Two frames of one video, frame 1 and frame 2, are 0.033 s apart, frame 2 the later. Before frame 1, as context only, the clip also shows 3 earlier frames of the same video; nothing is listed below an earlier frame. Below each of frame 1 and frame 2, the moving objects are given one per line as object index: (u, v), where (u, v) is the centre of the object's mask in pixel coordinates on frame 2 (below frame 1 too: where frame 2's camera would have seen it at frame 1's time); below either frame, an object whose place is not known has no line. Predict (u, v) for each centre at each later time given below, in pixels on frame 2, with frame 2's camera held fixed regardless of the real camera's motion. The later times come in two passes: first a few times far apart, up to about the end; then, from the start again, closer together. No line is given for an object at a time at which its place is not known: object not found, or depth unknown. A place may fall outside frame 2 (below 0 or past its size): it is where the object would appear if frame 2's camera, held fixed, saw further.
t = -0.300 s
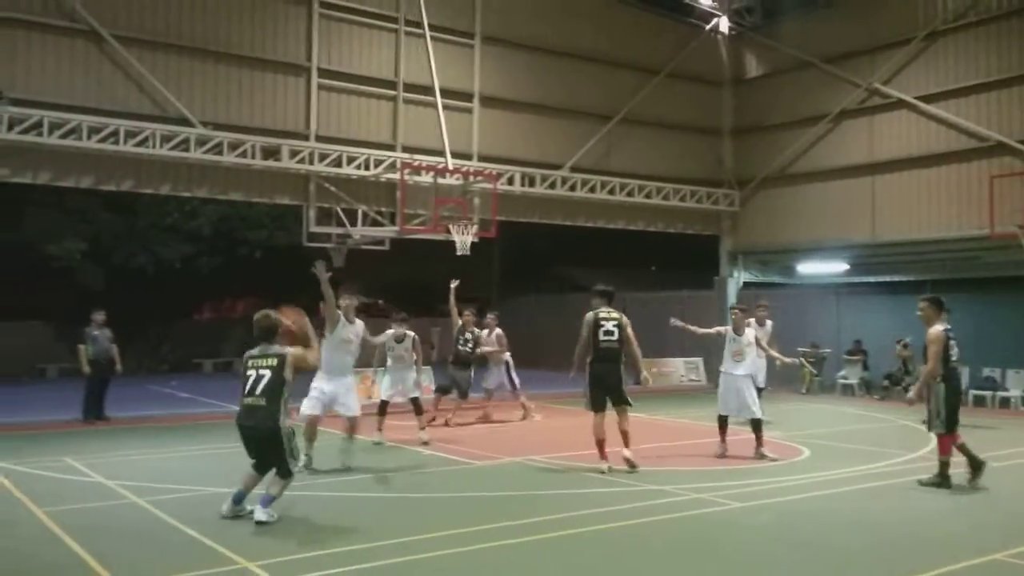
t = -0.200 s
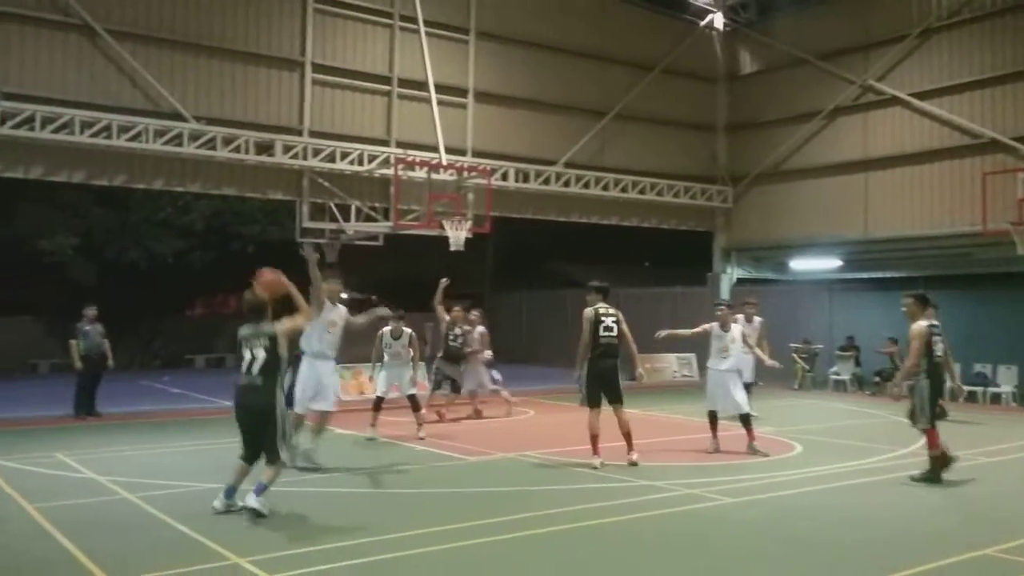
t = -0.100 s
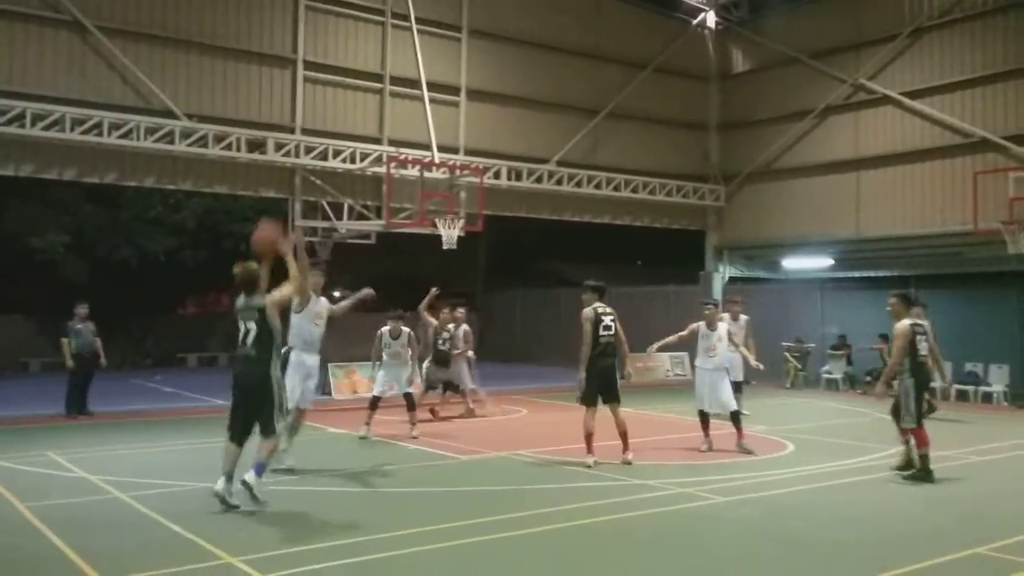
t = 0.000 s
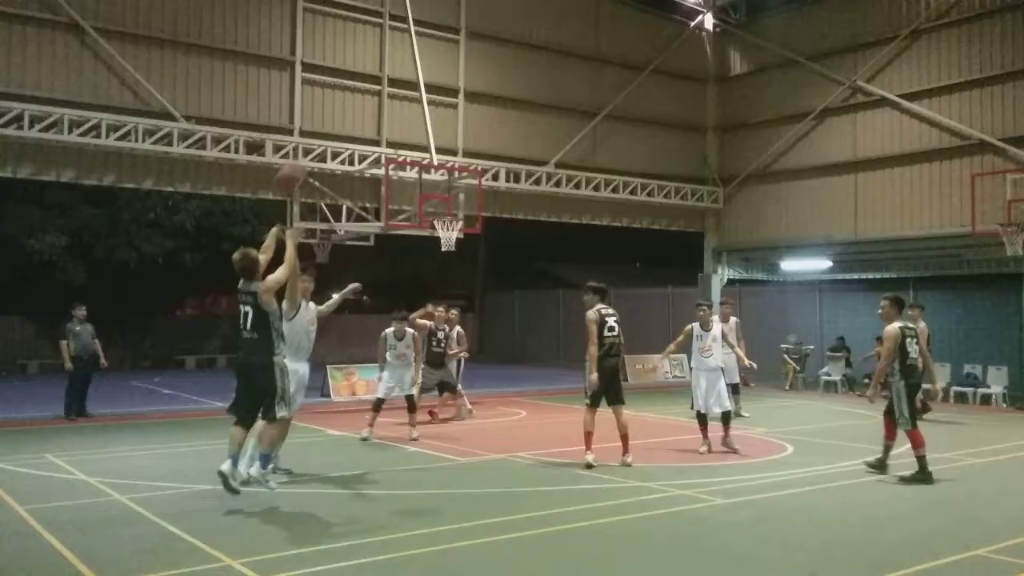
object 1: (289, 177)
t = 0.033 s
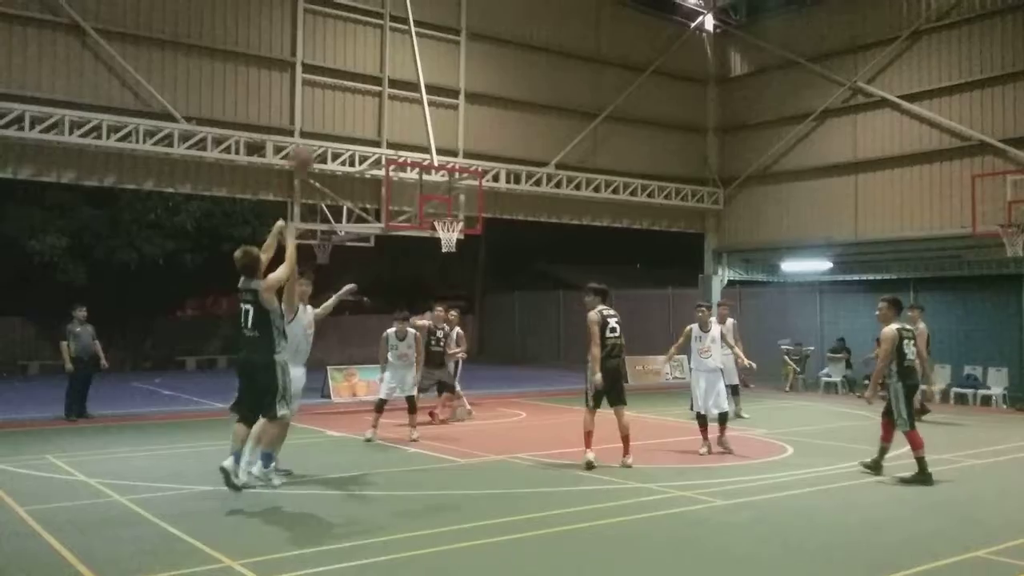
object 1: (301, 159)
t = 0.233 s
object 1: (349, 84)
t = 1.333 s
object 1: (472, 205)
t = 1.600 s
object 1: (489, 222)
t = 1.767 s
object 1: (505, 238)
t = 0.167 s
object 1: (336, 103)
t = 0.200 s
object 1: (341, 95)
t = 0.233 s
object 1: (349, 84)
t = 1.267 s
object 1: (467, 205)
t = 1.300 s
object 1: (469, 205)
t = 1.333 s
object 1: (472, 205)
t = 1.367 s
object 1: (473, 207)
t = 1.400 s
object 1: (475, 208)
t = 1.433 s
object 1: (478, 208)
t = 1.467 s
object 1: (479, 211)
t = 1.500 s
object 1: (481, 215)
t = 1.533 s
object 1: (484, 219)
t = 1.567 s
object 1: (486, 220)
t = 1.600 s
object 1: (489, 222)
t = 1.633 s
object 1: (492, 223)
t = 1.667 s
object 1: (495, 226)
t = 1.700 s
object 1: (498, 229)
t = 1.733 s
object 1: (501, 233)
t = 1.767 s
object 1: (505, 238)
